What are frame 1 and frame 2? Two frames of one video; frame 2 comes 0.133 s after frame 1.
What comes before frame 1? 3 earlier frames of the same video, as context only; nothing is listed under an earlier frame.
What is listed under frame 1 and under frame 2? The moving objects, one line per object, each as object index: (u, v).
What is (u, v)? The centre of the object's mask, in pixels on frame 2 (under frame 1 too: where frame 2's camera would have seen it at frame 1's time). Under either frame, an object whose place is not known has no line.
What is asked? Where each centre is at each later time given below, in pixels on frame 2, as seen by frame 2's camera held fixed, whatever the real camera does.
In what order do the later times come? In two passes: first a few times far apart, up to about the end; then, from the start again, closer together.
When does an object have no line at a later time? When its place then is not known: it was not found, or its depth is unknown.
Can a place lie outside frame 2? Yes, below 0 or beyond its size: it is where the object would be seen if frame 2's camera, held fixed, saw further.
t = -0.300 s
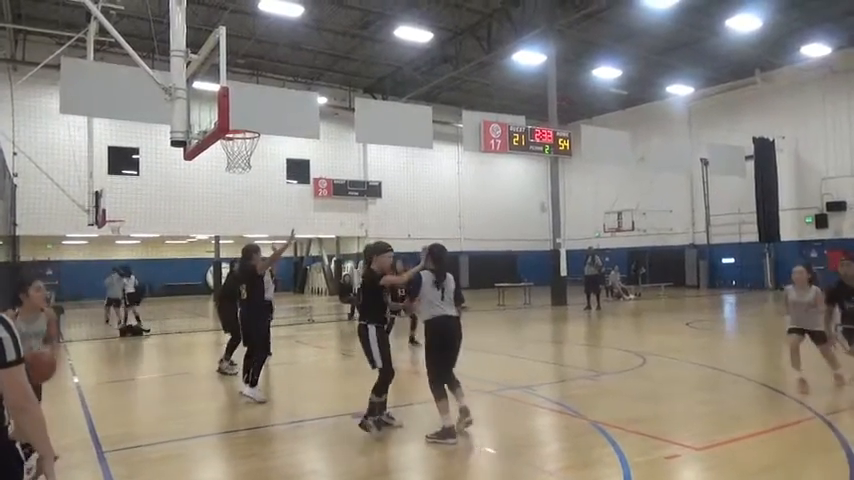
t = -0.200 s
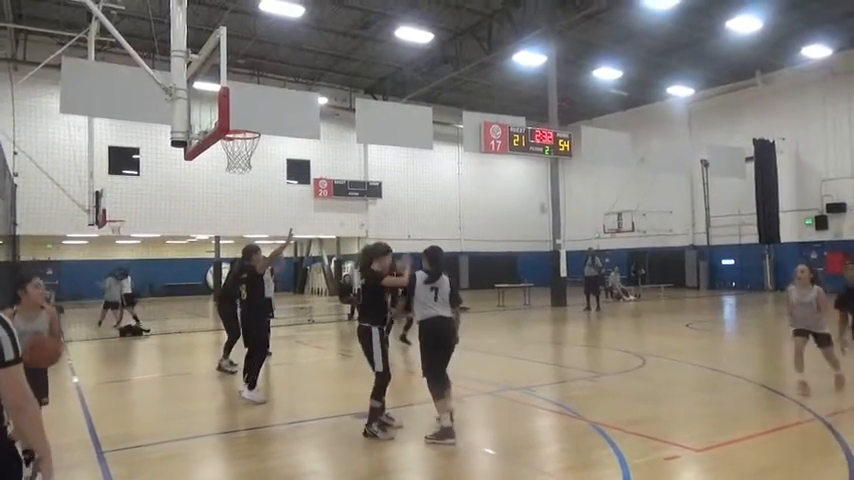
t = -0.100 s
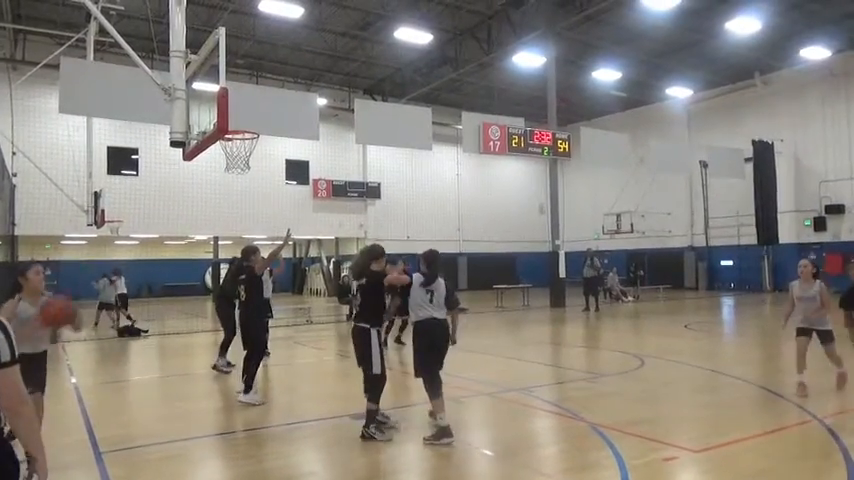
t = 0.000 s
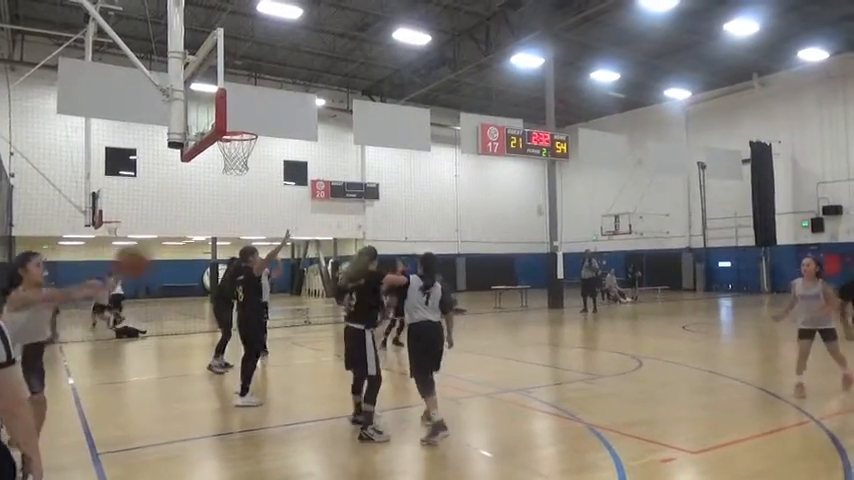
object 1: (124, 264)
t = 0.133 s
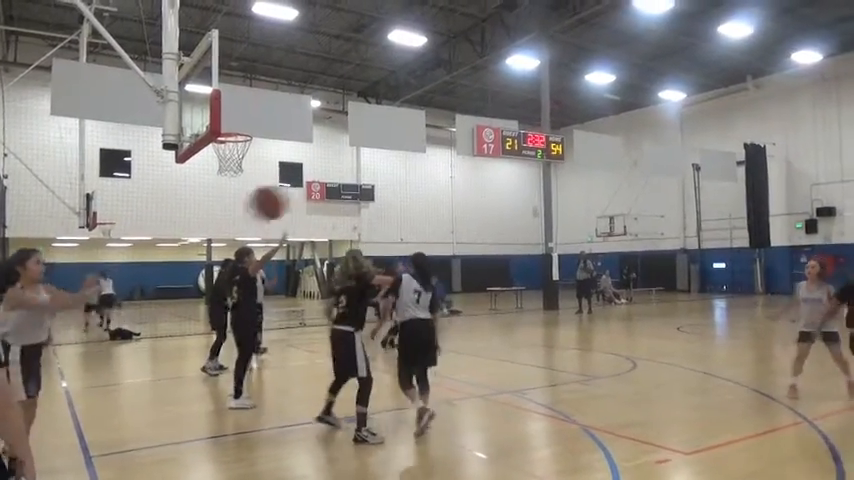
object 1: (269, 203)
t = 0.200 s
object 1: (346, 181)
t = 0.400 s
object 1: (599, 147)
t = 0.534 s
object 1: (796, 163)
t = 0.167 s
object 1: (308, 191)
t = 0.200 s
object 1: (346, 181)
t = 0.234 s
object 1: (385, 170)
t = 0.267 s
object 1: (424, 163)
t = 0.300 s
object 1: (467, 158)
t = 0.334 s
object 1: (510, 151)
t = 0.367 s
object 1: (555, 149)
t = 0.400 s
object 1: (599, 147)
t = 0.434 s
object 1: (645, 149)
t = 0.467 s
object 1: (695, 151)
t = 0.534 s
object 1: (796, 163)
